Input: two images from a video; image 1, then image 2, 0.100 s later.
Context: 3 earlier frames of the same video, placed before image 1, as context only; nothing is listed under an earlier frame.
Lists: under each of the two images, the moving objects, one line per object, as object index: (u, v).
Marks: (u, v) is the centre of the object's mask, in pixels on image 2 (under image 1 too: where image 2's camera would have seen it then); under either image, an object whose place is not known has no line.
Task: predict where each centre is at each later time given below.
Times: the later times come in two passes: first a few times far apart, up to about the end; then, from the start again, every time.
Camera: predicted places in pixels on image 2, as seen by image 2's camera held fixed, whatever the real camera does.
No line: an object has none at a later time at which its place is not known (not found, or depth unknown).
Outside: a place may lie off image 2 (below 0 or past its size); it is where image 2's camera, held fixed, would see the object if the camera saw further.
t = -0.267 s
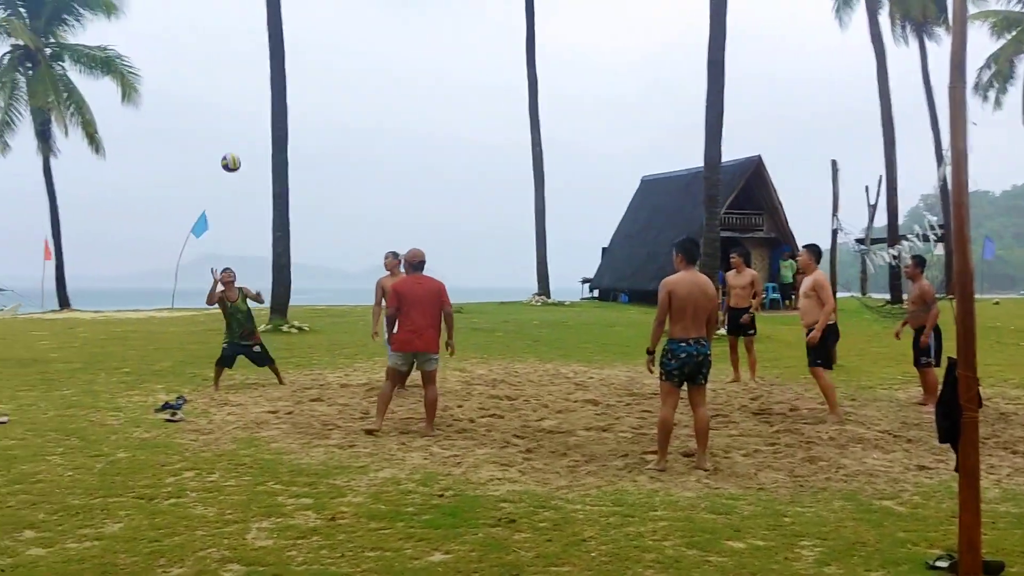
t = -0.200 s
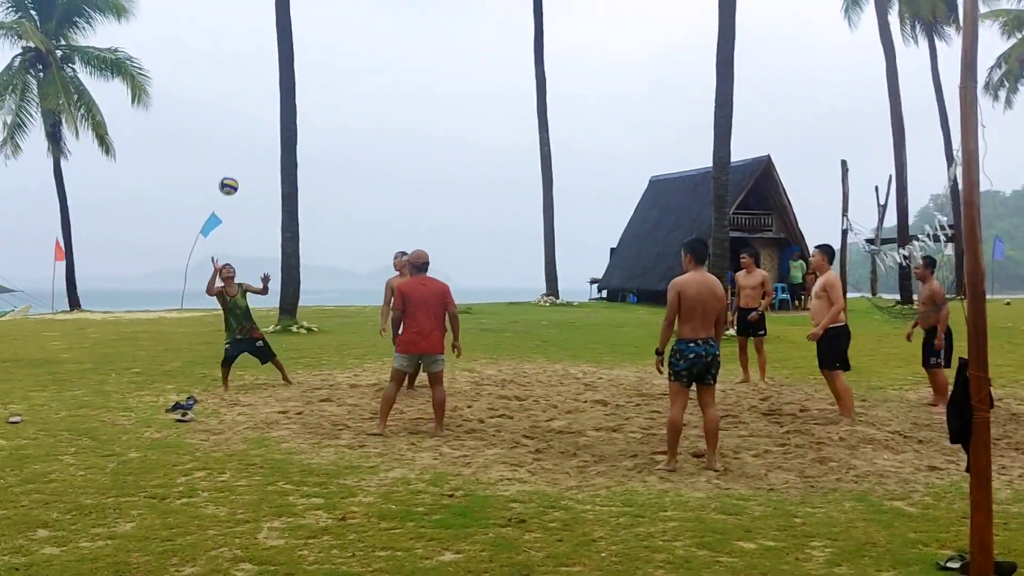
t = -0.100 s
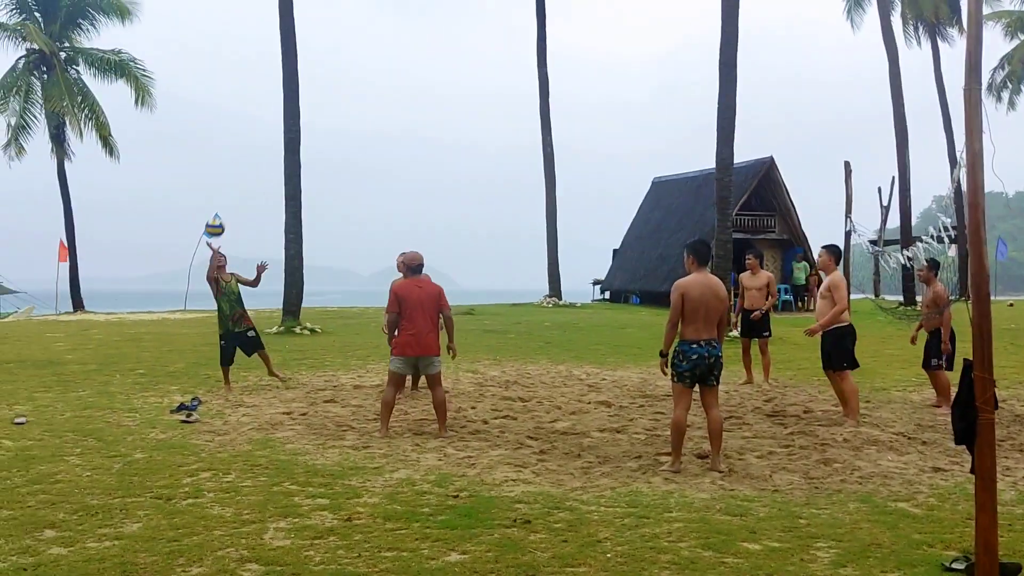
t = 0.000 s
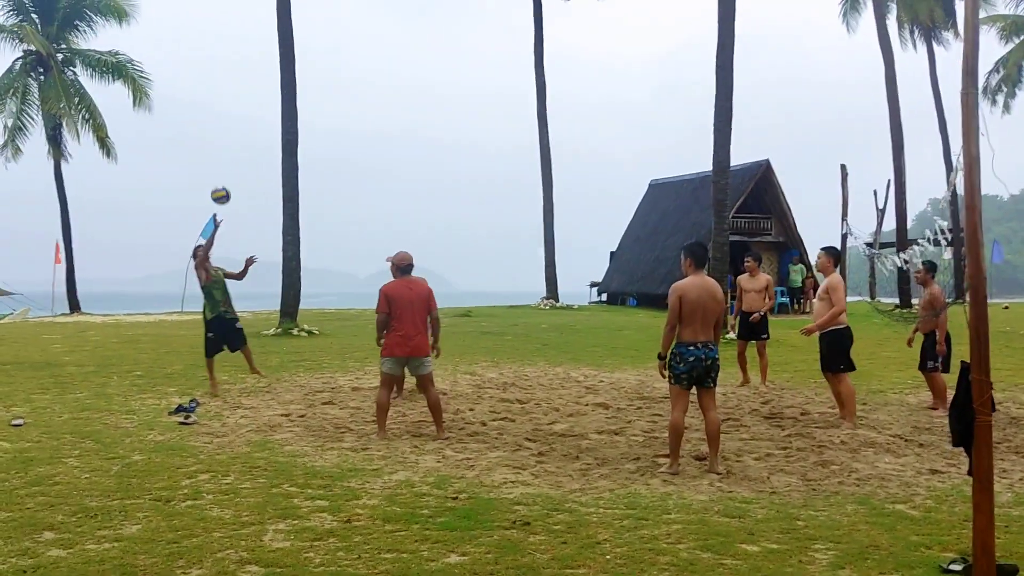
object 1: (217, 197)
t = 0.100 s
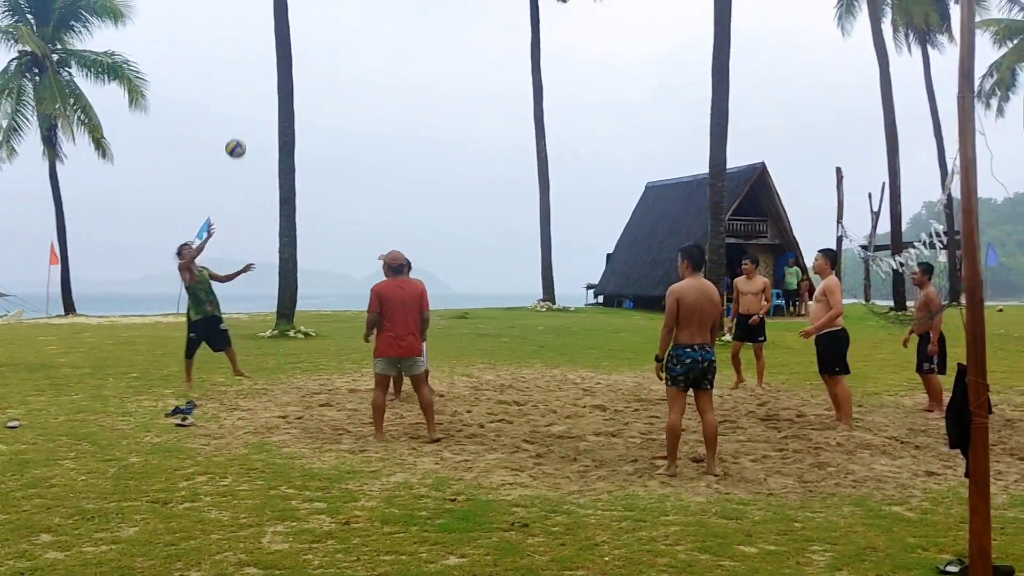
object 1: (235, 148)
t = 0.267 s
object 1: (268, 84)
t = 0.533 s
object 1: (331, 30)
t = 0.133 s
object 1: (242, 134)
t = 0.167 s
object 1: (248, 120)
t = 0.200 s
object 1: (254, 107)
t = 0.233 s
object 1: (261, 95)
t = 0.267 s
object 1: (268, 84)
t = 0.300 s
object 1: (276, 74)
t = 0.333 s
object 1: (283, 64)
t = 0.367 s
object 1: (290, 56)
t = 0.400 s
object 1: (298, 49)
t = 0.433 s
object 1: (306, 43)
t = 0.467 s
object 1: (314, 37)
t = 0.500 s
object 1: (322, 33)
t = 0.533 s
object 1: (331, 30)
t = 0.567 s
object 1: (339, 28)
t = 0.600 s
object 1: (348, 27)
